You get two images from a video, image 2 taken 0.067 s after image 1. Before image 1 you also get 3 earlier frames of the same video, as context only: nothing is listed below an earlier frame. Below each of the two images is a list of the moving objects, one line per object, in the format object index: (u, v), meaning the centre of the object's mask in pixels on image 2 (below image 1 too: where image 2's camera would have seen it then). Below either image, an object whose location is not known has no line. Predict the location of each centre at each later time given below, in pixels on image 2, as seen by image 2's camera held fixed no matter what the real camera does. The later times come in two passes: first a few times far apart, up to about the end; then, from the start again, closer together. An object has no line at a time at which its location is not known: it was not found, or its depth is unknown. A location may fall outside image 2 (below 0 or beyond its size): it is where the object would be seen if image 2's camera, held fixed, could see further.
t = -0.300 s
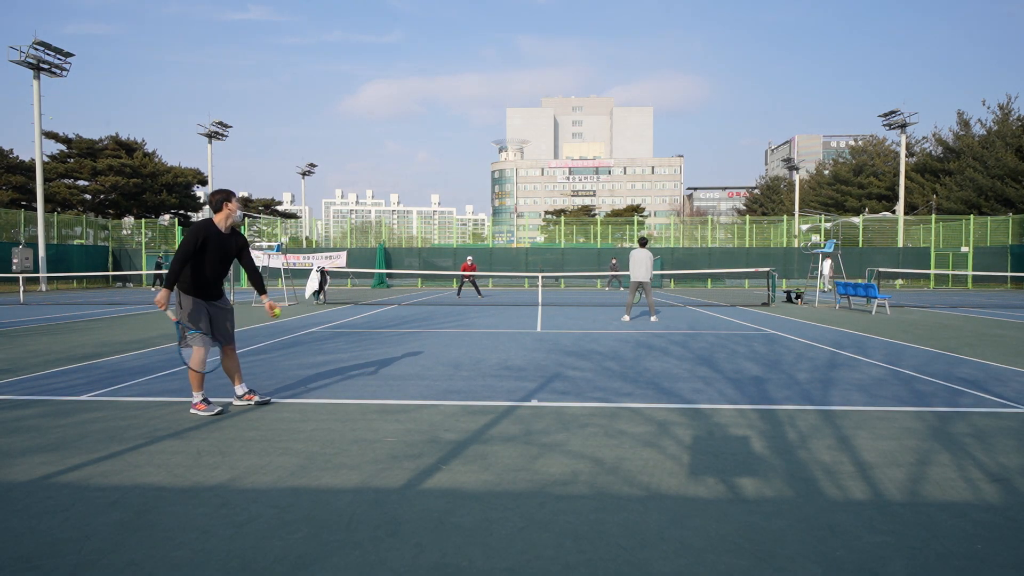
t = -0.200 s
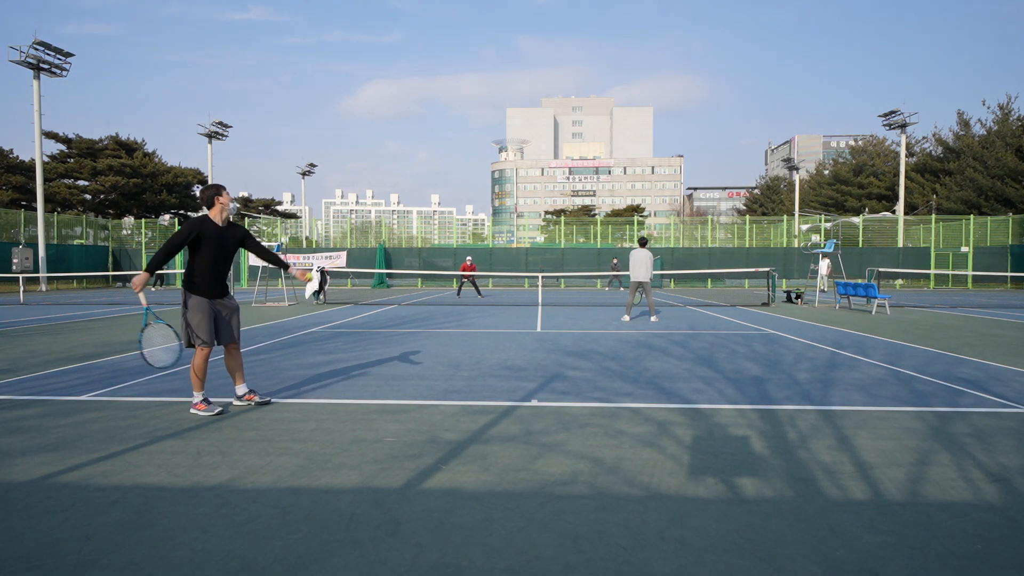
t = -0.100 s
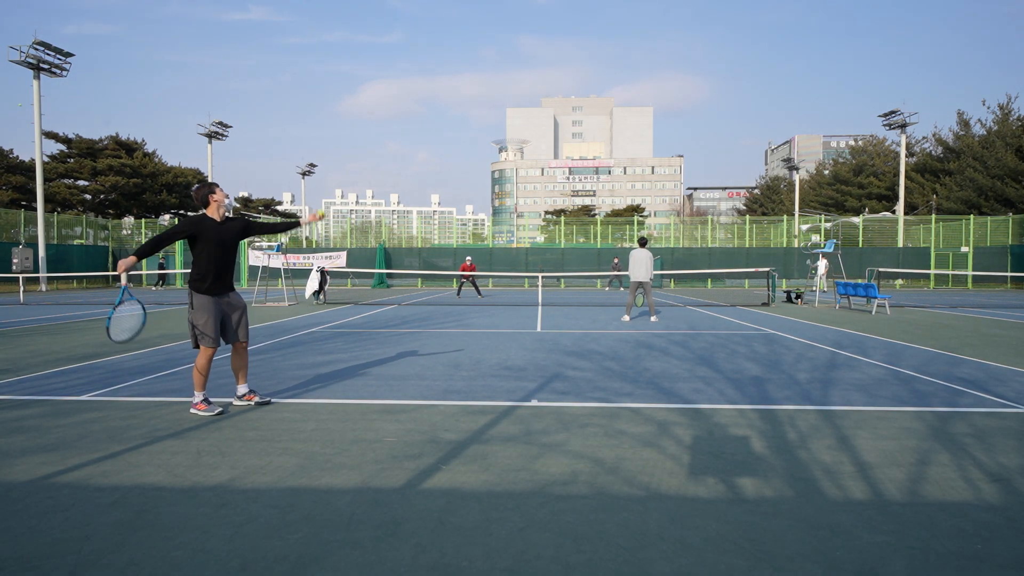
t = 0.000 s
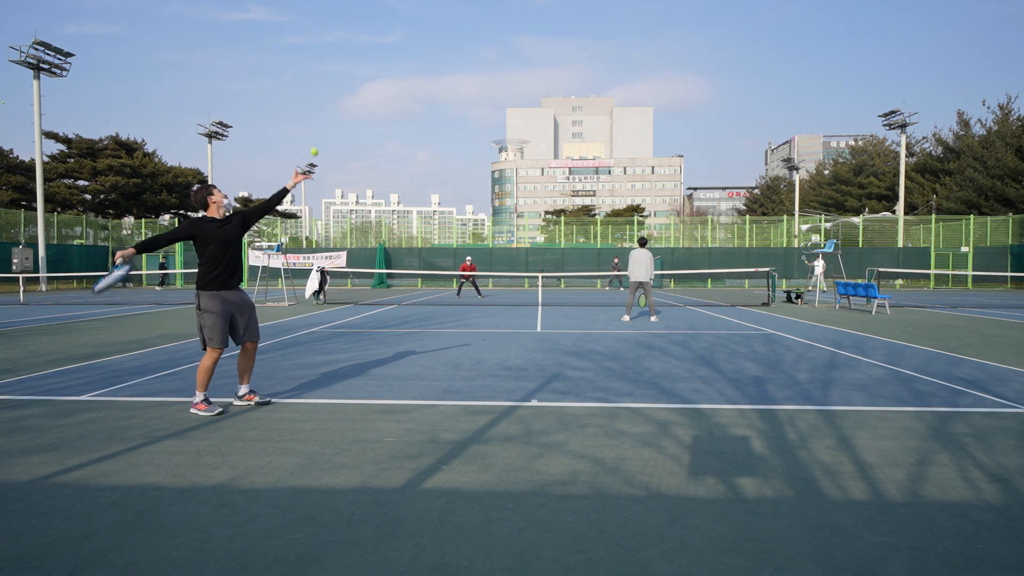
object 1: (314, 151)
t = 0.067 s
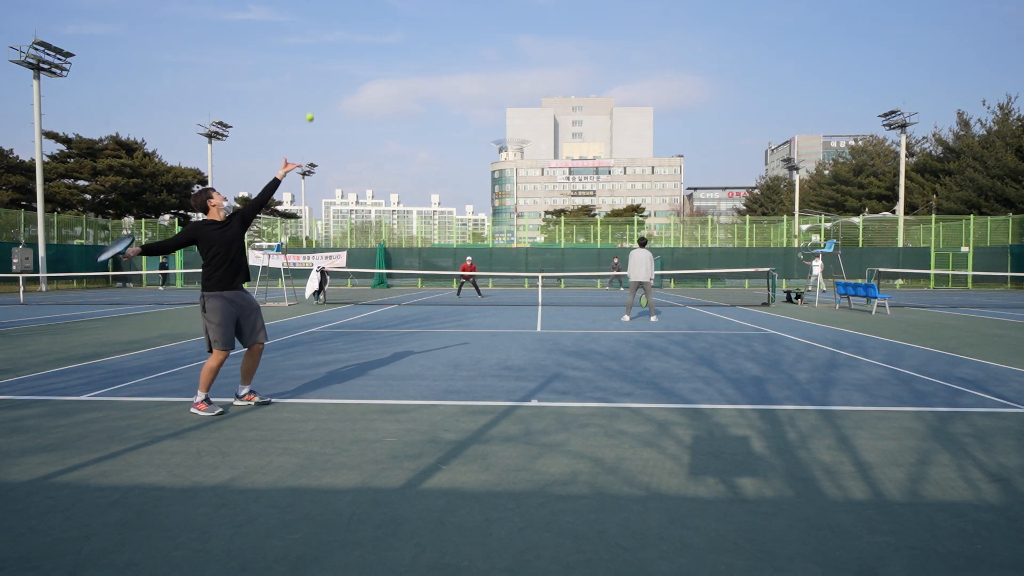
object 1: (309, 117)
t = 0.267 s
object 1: (298, 47)
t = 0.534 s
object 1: (284, 24)
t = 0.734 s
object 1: (276, 57)
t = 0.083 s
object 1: (308, 110)
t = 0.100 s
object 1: (307, 102)
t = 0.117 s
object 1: (306, 95)
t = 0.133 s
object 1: (305, 89)
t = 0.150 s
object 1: (304, 82)
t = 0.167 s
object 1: (303, 76)
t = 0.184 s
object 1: (302, 71)
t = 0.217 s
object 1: (300, 60)
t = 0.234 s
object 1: (299, 55)
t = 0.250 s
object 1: (299, 51)
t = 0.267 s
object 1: (298, 47)
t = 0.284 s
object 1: (297, 43)
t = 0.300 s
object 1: (296, 39)
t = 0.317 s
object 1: (295, 36)
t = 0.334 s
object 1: (294, 34)
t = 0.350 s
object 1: (293, 31)
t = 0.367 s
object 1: (292, 29)
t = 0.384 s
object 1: (291, 27)
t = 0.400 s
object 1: (291, 25)
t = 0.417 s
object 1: (290, 24)
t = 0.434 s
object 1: (289, 23)
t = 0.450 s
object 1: (288, 22)
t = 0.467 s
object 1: (287, 22)
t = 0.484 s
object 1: (286, 22)
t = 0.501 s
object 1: (286, 22)
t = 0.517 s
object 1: (285, 23)
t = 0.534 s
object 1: (284, 24)
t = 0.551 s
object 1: (284, 25)
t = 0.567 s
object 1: (283, 26)
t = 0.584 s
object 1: (282, 28)
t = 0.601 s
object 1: (281, 30)
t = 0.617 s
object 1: (281, 32)
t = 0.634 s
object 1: (280, 35)
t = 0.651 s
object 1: (279, 38)
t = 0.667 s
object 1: (279, 41)
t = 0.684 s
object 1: (278, 45)
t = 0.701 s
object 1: (277, 48)
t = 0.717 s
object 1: (277, 52)
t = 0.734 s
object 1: (276, 57)
